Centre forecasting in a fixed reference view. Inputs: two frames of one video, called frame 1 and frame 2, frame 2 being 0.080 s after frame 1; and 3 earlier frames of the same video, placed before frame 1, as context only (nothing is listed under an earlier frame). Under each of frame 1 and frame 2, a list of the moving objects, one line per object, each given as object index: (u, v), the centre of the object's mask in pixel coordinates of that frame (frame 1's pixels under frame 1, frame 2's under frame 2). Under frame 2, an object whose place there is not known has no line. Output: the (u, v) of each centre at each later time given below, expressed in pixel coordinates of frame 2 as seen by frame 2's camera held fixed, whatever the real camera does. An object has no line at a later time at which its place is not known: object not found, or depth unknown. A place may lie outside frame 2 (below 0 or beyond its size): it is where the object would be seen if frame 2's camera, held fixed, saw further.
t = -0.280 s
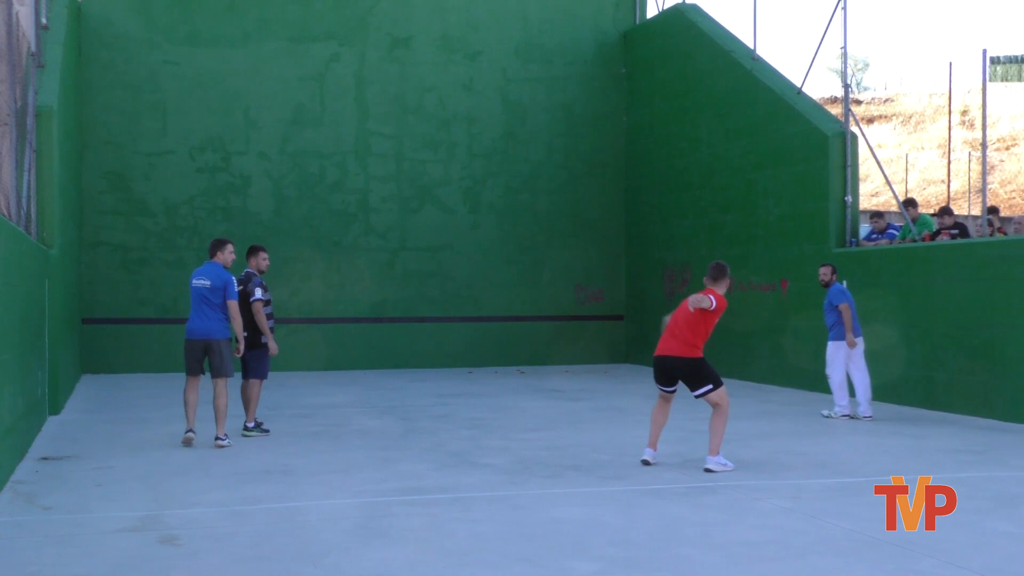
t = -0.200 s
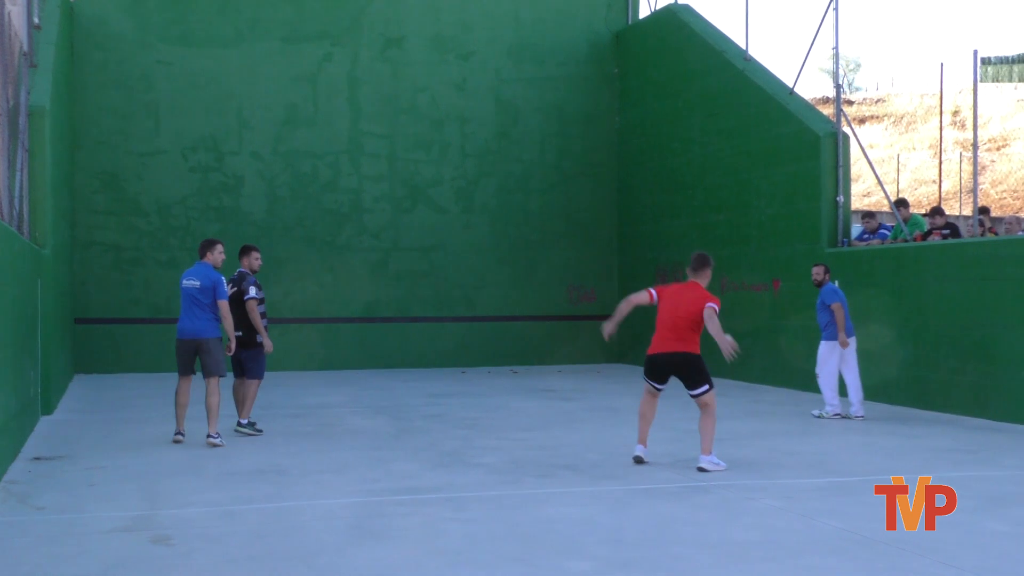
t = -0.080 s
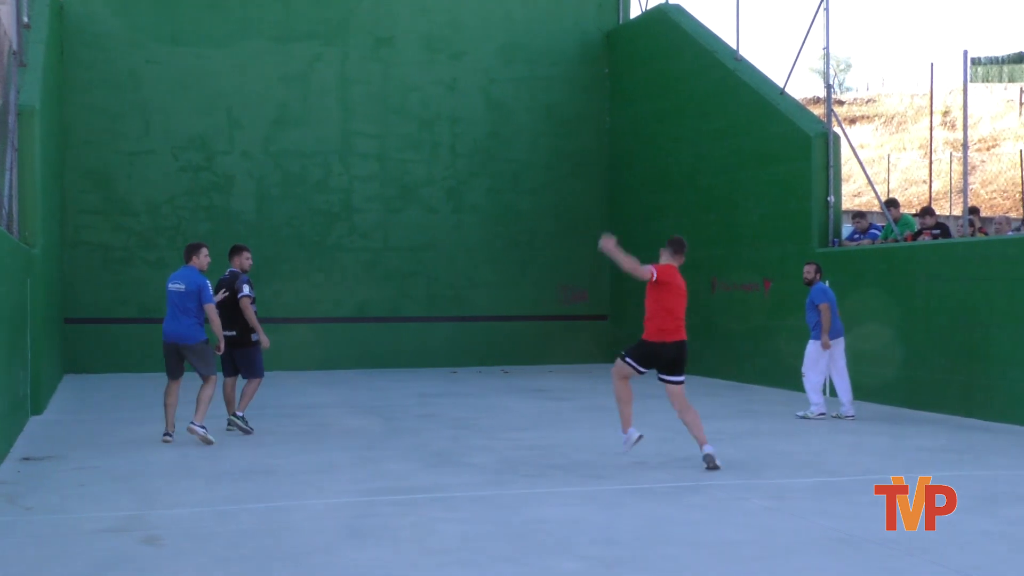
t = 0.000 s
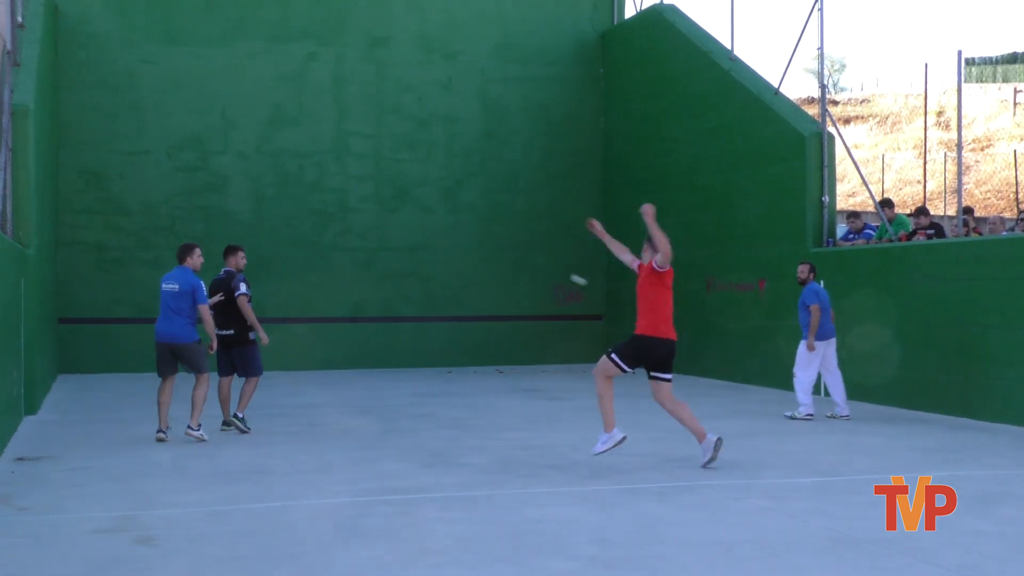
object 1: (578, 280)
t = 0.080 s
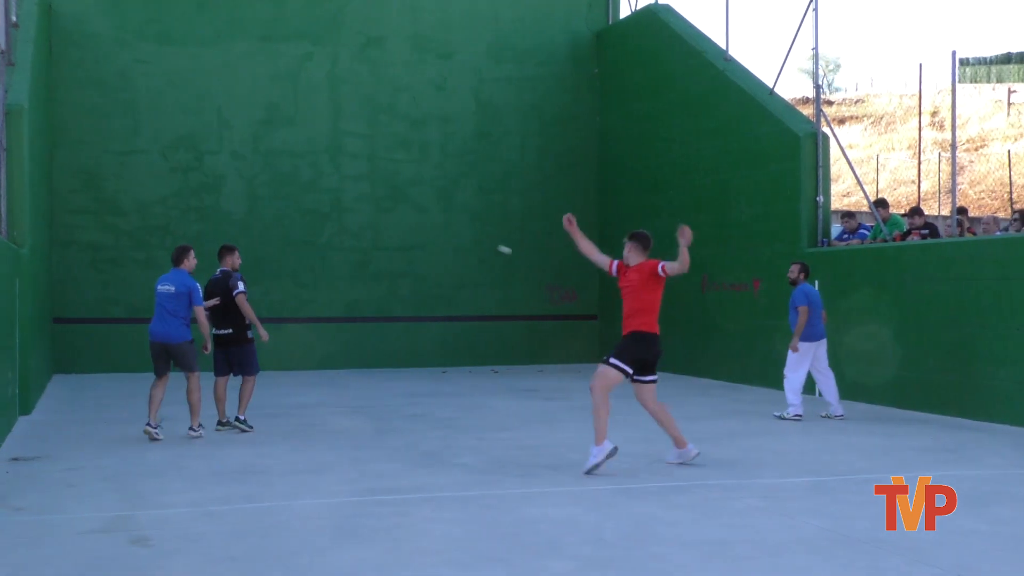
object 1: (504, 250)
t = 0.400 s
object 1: (330, 218)
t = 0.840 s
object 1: (231, 234)
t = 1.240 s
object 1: (155, 291)
